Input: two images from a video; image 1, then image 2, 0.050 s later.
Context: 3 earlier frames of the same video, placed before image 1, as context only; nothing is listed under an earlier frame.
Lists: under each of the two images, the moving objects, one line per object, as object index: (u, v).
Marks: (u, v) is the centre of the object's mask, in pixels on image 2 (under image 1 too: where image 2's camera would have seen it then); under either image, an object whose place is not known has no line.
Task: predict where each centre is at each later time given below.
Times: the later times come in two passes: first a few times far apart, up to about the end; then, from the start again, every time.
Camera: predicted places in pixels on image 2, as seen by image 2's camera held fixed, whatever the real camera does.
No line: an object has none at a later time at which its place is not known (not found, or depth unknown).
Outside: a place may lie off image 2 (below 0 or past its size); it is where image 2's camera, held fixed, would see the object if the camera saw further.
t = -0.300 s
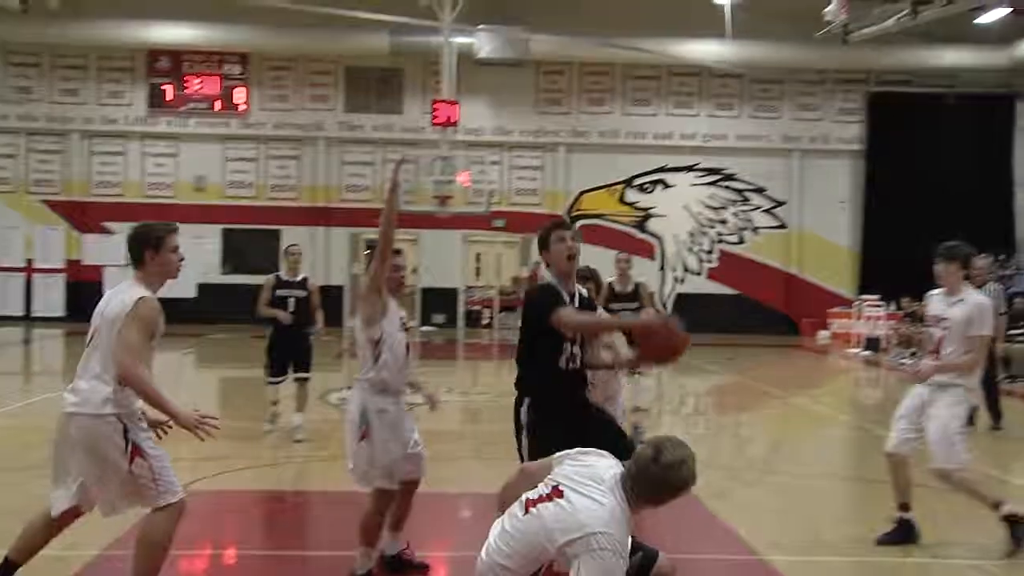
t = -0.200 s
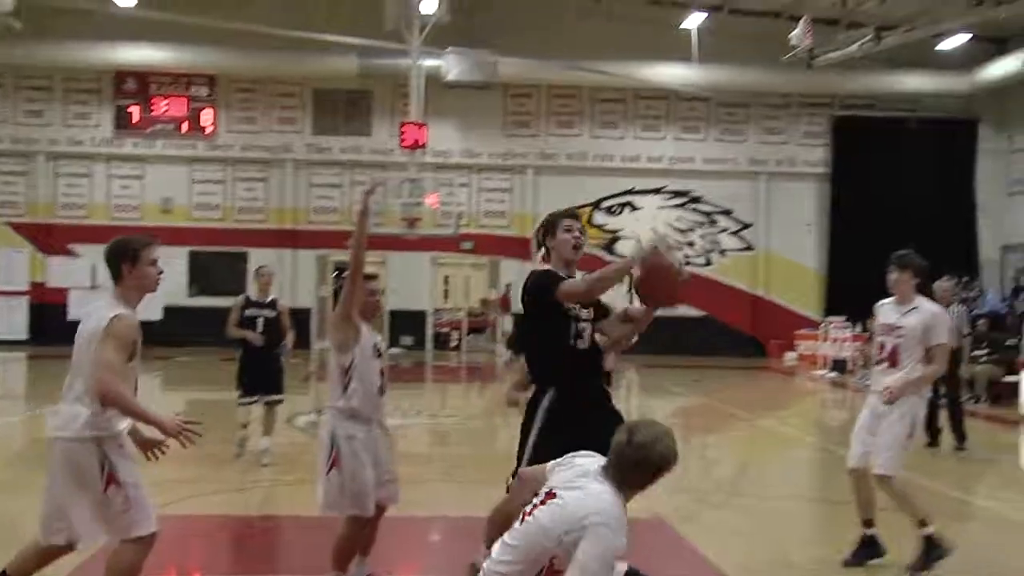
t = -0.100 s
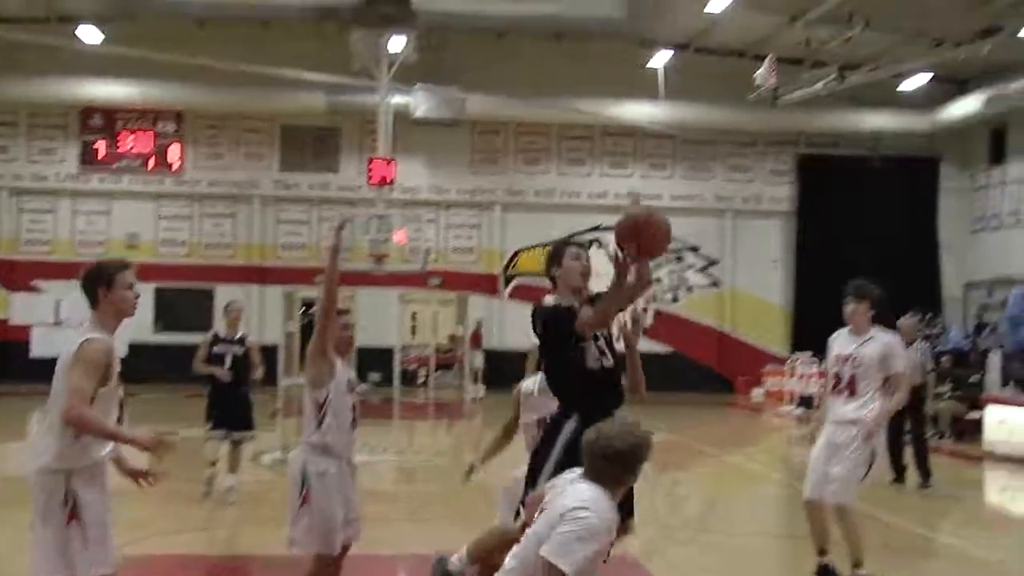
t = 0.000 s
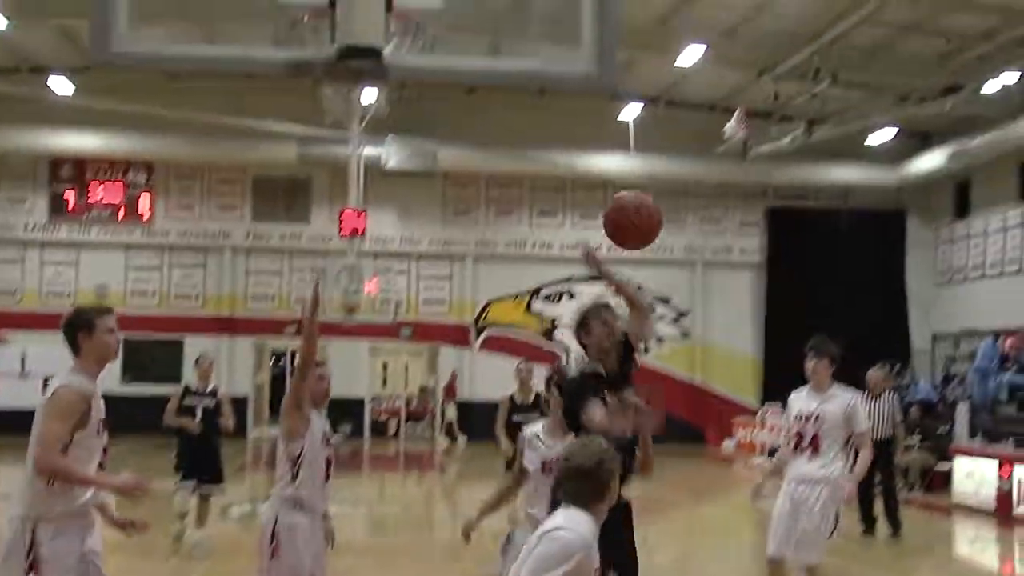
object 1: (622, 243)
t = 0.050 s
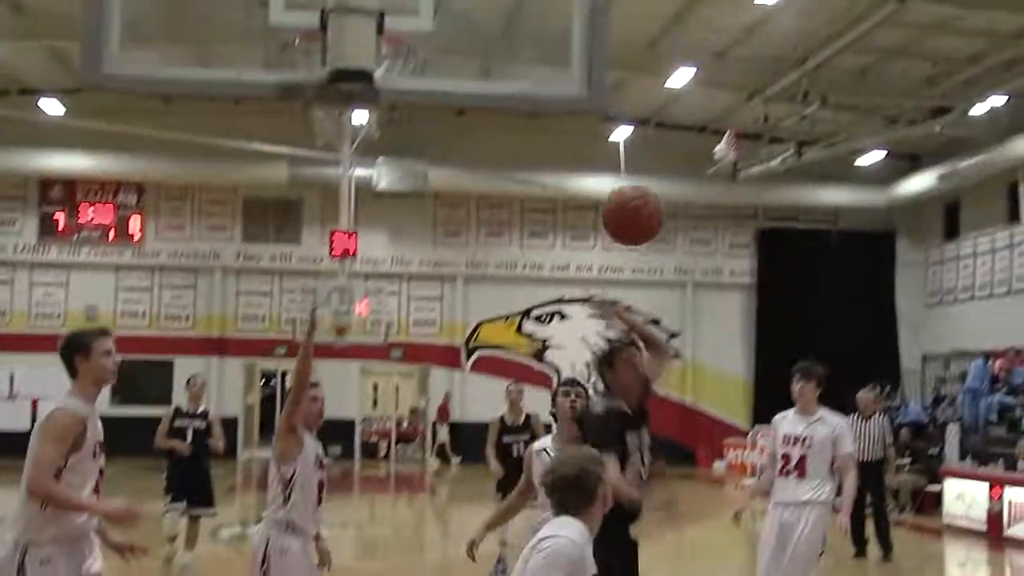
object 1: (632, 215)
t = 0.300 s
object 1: (689, 165)
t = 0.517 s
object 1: (750, 270)
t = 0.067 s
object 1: (636, 208)
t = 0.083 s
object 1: (639, 201)
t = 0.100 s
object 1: (643, 194)
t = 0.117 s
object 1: (647, 189)
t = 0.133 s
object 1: (650, 183)
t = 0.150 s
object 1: (655, 178)
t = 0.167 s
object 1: (658, 173)
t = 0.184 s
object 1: (663, 169)
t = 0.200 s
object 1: (667, 167)
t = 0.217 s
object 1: (671, 165)
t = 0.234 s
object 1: (675, 163)
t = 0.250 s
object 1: (678, 162)
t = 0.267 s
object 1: (681, 163)
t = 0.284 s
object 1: (685, 164)
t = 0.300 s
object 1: (689, 165)
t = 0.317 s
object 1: (694, 167)
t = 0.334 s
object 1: (699, 170)
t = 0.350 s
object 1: (702, 174)
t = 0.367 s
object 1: (707, 180)
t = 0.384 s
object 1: (712, 184)
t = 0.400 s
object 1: (716, 192)
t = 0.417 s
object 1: (721, 200)
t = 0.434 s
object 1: (724, 209)
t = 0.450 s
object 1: (729, 219)
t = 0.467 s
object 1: (734, 229)
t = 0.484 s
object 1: (741, 242)
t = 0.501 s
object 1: (745, 255)
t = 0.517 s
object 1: (750, 270)
